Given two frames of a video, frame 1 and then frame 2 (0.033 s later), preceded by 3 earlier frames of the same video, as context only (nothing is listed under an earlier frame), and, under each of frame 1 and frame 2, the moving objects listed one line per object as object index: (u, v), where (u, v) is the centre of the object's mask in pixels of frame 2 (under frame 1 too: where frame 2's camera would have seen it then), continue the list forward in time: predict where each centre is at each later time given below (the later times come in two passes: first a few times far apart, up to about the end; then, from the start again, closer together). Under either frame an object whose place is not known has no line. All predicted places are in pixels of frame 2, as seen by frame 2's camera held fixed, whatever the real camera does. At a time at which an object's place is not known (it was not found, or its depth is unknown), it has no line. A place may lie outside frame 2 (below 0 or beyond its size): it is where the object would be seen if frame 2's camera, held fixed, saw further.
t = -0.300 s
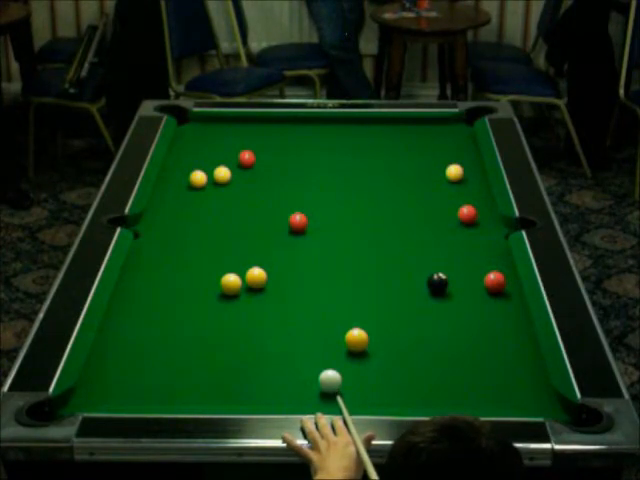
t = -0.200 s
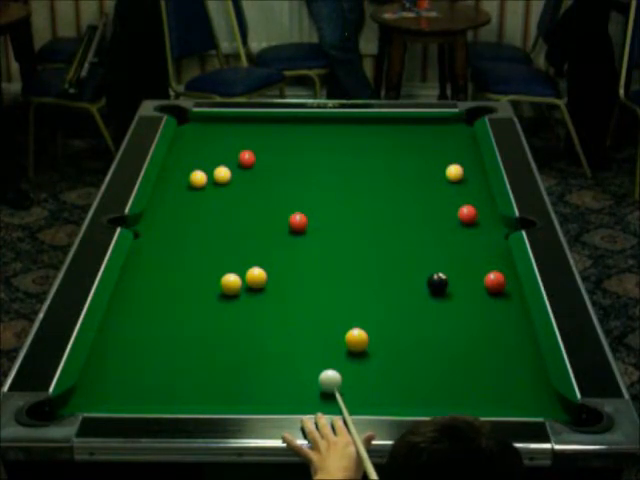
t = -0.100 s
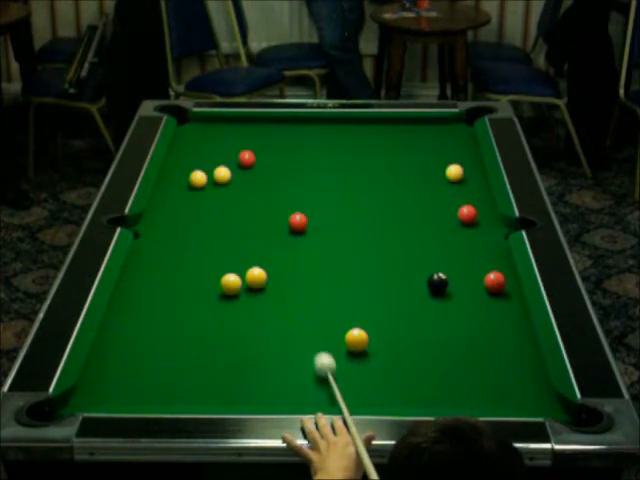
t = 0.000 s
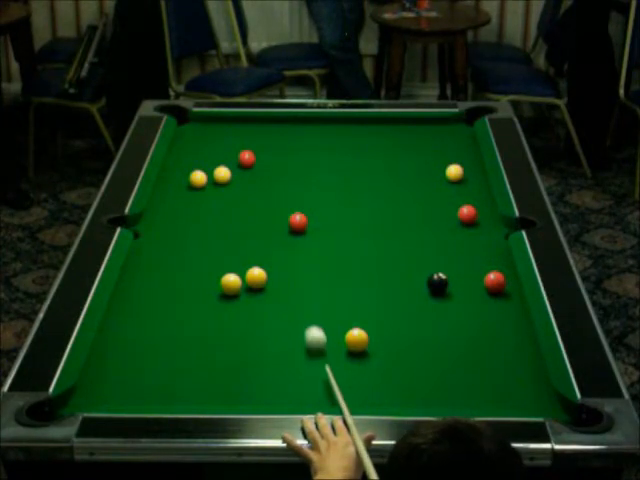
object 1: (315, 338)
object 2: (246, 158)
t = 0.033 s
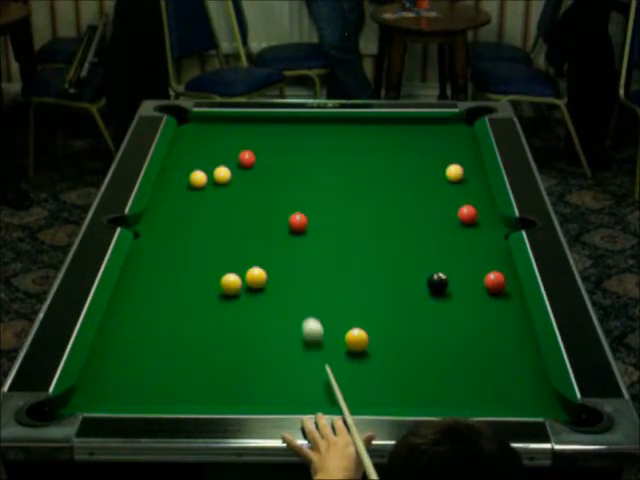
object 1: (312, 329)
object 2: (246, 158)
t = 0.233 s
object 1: (296, 285)
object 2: (246, 158)
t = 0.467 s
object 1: (280, 240)
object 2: (246, 158)
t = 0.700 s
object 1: (267, 202)
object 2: (246, 158)
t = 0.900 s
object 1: (257, 175)
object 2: (246, 158)
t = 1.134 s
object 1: (266, 159)
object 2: (232, 149)
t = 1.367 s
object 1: (283, 151)
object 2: (215, 137)
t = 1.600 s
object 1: (298, 144)
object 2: (199, 126)
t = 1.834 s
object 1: (311, 138)
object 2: (184, 116)
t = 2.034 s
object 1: (321, 133)
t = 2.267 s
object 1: (331, 127)
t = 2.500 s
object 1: (339, 123)
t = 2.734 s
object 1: (347, 120)
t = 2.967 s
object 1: (351, 122)
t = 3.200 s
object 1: (355, 124)
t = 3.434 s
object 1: (358, 125)
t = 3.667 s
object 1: (360, 126)
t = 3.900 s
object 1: (361, 127)
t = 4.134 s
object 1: (361, 127)
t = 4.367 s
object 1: (361, 127)
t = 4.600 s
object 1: (361, 127)
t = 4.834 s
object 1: (361, 127)
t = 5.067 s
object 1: (361, 127)
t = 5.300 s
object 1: (361, 127)
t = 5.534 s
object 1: (361, 127)
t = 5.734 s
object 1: (361, 127)
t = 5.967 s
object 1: (361, 127)
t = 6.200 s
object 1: (360, 127)
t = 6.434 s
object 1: (360, 127)
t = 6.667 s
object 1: (361, 127)
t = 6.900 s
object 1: (360, 127)
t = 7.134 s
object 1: (360, 127)
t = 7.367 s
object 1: (360, 127)
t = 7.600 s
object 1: (360, 127)
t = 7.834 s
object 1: (361, 127)
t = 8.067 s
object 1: (361, 127)
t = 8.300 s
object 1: (361, 127)
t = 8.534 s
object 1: (361, 127)
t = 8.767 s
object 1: (361, 127)
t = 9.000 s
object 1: (361, 127)
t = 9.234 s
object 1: (361, 127)
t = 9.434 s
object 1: (361, 127)
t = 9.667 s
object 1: (361, 127)
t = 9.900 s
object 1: (361, 127)
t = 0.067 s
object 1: (309, 322)
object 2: (246, 158)
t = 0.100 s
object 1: (307, 314)
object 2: (246, 158)
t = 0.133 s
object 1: (304, 307)
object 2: (246, 158)
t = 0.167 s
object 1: (301, 299)
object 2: (246, 158)
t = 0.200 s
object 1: (298, 291)
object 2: (246, 158)
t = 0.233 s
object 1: (296, 285)
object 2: (246, 158)
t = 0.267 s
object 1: (294, 278)
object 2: (246, 158)
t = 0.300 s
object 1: (291, 271)
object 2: (246, 158)
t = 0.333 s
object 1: (289, 264)
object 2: (246, 158)
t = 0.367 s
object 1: (287, 258)
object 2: (246, 158)
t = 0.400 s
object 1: (284, 252)
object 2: (246, 158)
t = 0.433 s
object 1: (282, 246)
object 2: (246, 158)
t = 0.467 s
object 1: (280, 240)
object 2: (246, 158)
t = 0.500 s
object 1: (278, 234)
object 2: (246, 158)
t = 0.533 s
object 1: (276, 228)
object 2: (246, 158)
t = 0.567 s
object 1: (274, 223)
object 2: (246, 158)
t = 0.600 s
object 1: (272, 217)
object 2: (246, 158)
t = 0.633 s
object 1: (271, 212)
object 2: (246, 158)
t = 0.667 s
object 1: (269, 207)
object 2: (246, 158)
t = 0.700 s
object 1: (267, 202)
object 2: (246, 158)
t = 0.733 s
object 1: (265, 198)
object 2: (246, 158)
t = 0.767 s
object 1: (264, 193)
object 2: (246, 158)
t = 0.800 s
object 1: (262, 188)
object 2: (246, 158)
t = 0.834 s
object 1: (260, 183)
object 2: (246, 158)
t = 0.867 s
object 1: (259, 179)
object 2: (246, 158)
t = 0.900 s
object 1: (257, 175)
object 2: (246, 158)
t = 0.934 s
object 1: (256, 170)
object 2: (246, 158)
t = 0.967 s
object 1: (255, 167)
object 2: (245, 157)
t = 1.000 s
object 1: (255, 164)
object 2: (243, 156)
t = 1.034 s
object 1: (258, 163)
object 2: (241, 155)
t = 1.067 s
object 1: (261, 162)
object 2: (238, 152)
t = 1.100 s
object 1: (264, 161)
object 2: (235, 150)
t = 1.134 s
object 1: (266, 159)
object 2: (232, 149)
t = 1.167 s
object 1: (269, 158)
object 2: (230, 147)
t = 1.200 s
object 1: (271, 157)
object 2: (227, 145)
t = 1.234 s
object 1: (274, 156)
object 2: (224, 144)
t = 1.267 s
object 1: (276, 155)
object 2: (222, 142)
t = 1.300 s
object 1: (278, 154)
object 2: (219, 140)
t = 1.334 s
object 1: (281, 152)
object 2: (217, 138)
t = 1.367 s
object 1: (283, 151)
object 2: (215, 137)
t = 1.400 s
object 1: (285, 150)
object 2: (212, 135)
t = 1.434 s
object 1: (287, 149)
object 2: (210, 134)
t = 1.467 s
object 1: (289, 148)
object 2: (207, 132)
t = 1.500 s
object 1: (292, 147)
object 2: (205, 130)
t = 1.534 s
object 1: (294, 146)
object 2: (203, 129)
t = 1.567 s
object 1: (296, 145)
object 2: (200, 128)
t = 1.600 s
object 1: (298, 144)
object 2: (199, 126)
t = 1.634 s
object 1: (300, 143)
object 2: (196, 124)
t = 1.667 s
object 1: (301, 142)
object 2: (194, 122)
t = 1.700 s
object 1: (303, 141)
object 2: (192, 121)
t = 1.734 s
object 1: (305, 140)
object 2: (190, 120)
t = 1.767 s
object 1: (307, 139)
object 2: (188, 119)
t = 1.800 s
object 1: (309, 139)
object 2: (186, 117)
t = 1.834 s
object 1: (311, 138)
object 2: (184, 116)
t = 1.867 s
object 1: (312, 137)
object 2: (182, 116)
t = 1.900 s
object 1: (314, 136)
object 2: (181, 118)
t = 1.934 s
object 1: (316, 135)
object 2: (180, 121)
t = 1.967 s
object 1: (317, 134)
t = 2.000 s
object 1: (319, 133)
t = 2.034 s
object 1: (321, 133)
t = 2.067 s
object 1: (322, 132)
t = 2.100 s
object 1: (324, 131)
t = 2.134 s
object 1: (325, 130)
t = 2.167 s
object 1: (327, 129)
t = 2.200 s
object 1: (328, 129)
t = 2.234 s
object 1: (330, 128)
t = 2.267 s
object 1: (331, 127)
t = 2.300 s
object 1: (333, 126)
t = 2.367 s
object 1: (334, 126)
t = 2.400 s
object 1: (335, 125)
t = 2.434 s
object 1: (337, 124)
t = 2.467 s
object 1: (338, 124)
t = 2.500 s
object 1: (339, 123)
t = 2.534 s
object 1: (340, 123)
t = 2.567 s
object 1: (341, 122)
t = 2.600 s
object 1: (343, 121)
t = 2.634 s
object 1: (344, 120)
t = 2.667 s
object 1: (345, 120)
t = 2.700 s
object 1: (346, 120)
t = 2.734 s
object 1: (347, 120)
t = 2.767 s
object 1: (348, 120)
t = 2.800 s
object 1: (348, 120)
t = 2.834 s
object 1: (349, 121)
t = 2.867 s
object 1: (350, 121)
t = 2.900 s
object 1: (350, 121)
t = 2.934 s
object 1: (351, 122)
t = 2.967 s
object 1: (351, 122)
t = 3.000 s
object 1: (352, 122)
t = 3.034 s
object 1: (353, 123)
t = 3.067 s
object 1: (353, 123)
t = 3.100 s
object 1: (354, 123)
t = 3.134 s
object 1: (354, 123)
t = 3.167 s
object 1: (355, 124)
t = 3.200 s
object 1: (355, 124)
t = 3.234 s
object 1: (356, 124)
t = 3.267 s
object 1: (356, 124)
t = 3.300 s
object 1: (357, 125)
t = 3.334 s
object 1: (357, 125)
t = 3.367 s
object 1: (358, 125)
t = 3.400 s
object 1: (358, 125)
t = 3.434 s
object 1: (358, 125)
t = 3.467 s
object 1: (359, 126)
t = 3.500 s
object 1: (359, 126)
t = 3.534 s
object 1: (359, 126)
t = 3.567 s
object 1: (359, 126)
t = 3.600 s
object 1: (360, 126)
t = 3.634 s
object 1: (360, 126)
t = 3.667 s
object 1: (360, 126)
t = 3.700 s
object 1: (360, 127)
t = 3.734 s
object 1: (360, 127)
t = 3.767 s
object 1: (360, 127)
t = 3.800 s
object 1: (361, 127)
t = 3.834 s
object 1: (361, 127)
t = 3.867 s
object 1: (361, 127)
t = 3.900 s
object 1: (361, 127)
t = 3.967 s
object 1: (361, 127)
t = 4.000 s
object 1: (360, 127)
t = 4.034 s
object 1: (361, 127)
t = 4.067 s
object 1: (361, 127)
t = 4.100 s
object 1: (361, 127)
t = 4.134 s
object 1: (361, 127)
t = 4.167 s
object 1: (361, 127)
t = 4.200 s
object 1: (361, 127)
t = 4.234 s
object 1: (361, 127)
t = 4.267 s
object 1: (361, 127)
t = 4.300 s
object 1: (361, 127)
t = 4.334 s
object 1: (361, 127)
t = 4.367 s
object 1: (361, 127)
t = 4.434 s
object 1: (361, 127)
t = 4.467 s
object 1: (361, 127)
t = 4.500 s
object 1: (361, 127)
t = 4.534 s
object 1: (361, 127)
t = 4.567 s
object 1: (361, 127)
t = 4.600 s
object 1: (361, 127)
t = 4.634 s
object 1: (361, 127)
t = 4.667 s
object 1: (361, 127)
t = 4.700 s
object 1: (361, 127)
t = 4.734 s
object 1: (361, 127)
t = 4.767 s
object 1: (361, 127)
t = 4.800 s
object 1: (361, 127)
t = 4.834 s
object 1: (361, 127)
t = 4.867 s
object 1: (361, 127)
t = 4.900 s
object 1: (361, 127)
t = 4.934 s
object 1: (361, 127)
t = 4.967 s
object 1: (361, 127)
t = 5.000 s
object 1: (361, 127)
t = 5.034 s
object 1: (361, 127)
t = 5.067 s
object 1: (361, 127)
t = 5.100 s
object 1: (361, 127)
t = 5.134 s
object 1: (361, 127)
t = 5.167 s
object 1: (361, 127)
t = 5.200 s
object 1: (361, 127)
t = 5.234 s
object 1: (361, 127)
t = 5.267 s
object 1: (361, 127)
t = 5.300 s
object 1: (361, 127)
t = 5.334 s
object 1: (361, 127)
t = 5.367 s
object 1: (361, 127)
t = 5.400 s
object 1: (361, 127)
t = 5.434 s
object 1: (361, 127)
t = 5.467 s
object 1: (361, 127)
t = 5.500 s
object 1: (360, 127)
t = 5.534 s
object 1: (361, 127)
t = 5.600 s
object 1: (361, 127)
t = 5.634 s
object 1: (361, 127)
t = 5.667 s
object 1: (361, 127)
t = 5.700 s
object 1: (361, 127)
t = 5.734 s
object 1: (361, 127)
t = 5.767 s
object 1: (361, 127)
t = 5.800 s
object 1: (361, 127)
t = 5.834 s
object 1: (361, 127)
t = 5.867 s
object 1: (361, 127)
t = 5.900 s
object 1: (360, 127)
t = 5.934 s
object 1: (361, 127)
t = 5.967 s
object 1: (361, 127)
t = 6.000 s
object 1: (361, 127)
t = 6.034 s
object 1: (360, 127)
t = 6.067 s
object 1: (361, 127)
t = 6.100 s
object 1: (361, 127)
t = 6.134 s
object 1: (360, 127)
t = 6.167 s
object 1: (361, 127)
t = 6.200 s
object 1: (360, 127)
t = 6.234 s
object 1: (360, 127)
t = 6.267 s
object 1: (361, 127)
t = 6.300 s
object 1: (361, 127)
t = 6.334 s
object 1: (360, 127)
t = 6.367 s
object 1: (360, 127)
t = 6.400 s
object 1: (360, 127)
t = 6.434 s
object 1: (360, 127)
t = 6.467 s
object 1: (360, 127)
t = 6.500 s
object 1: (360, 127)
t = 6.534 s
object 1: (360, 127)
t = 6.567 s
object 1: (360, 127)
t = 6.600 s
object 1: (361, 127)
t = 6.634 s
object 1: (361, 127)
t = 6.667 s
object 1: (361, 127)
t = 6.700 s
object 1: (360, 127)
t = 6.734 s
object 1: (360, 127)
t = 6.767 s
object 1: (360, 127)
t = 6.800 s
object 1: (360, 127)
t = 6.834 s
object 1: (360, 127)
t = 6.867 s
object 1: (360, 127)
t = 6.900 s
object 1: (360, 127)
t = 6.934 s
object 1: (360, 127)
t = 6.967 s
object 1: (361, 127)
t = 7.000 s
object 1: (360, 127)
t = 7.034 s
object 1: (360, 127)
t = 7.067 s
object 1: (360, 127)
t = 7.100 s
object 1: (360, 127)
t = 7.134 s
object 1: (360, 127)
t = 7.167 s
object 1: (360, 127)
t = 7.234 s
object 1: (360, 127)
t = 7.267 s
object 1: (360, 127)
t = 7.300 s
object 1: (360, 127)
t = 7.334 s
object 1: (360, 127)
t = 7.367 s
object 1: (360, 127)
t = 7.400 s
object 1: (360, 127)
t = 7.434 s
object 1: (360, 127)
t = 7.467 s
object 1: (360, 127)
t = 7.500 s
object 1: (360, 127)
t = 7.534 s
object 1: (360, 127)
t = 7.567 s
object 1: (360, 127)
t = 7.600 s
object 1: (360, 127)
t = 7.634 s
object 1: (361, 127)
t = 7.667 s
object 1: (361, 127)
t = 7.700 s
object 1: (361, 127)
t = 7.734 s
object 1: (361, 127)
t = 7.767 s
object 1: (361, 127)
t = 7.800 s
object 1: (361, 127)
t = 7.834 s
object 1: (361, 127)
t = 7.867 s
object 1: (361, 127)
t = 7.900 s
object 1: (361, 127)
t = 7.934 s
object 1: (361, 127)
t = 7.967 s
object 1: (361, 127)
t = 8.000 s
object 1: (361, 127)
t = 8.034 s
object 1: (361, 127)
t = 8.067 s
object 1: (361, 127)
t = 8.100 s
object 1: (361, 127)
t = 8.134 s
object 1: (361, 127)
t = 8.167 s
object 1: (361, 127)
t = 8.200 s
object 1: (361, 127)
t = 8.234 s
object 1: (361, 127)
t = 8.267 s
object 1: (361, 127)
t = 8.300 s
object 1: (361, 127)
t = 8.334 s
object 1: (361, 127)
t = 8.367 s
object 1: (361, 127)
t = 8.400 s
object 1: (361, 127)
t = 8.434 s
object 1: (361, 127)
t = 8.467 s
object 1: (361, 127)
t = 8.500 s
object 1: (361, 127)
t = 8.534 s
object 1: (361, 127)
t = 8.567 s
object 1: (361, 127)
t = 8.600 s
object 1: (361, 127)
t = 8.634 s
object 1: (361, 127)
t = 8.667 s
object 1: (361, 127)
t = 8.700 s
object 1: (361, 127)
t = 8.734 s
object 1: (361, 127)
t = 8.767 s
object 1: (361, 127)
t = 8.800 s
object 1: (361, 127)
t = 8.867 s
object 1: (361, 127)
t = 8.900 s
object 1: (361, 127)
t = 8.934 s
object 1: (361, 127)
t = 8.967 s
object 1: (361, 127)
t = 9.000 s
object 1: (361, 127)
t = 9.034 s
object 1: (361, 127)
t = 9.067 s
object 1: (361, 127)
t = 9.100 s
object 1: (361, 127)
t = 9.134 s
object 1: (361, 127)
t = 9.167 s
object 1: (361, 127)
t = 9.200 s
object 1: (361, 127)
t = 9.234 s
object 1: (361, 127)
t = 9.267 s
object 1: (361, 127)
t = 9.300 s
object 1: (361, 127)
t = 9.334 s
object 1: (361, 127)
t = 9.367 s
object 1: (361, 127)
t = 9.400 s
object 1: (361, 127)
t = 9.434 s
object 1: (361, 127)
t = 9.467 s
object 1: (361, 127)
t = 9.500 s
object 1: (361, 127)
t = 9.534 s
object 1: (361, 127)
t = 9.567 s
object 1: (361, 127)
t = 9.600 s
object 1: (361, 127)
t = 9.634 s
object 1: (361, 127)
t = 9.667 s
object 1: (361, 127)
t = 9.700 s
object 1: (361, 127)
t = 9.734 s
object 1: (361, 127)
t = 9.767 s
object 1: (361, 127)
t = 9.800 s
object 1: (361, 127)
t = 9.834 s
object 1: (361, 127)
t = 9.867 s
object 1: (361, 127)
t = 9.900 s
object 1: (361, 127)
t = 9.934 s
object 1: (361, 127)
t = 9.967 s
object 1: (361, 127)
